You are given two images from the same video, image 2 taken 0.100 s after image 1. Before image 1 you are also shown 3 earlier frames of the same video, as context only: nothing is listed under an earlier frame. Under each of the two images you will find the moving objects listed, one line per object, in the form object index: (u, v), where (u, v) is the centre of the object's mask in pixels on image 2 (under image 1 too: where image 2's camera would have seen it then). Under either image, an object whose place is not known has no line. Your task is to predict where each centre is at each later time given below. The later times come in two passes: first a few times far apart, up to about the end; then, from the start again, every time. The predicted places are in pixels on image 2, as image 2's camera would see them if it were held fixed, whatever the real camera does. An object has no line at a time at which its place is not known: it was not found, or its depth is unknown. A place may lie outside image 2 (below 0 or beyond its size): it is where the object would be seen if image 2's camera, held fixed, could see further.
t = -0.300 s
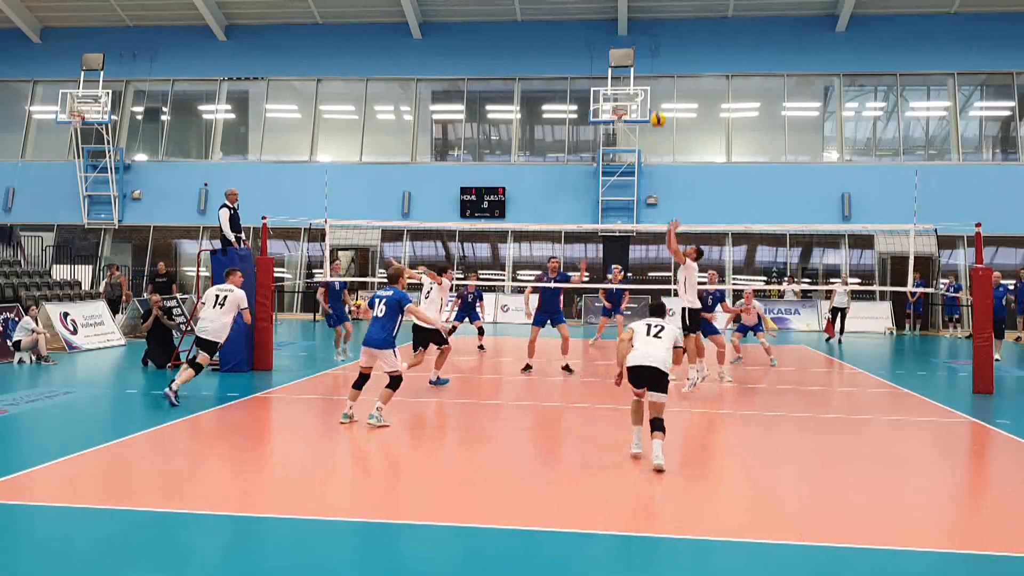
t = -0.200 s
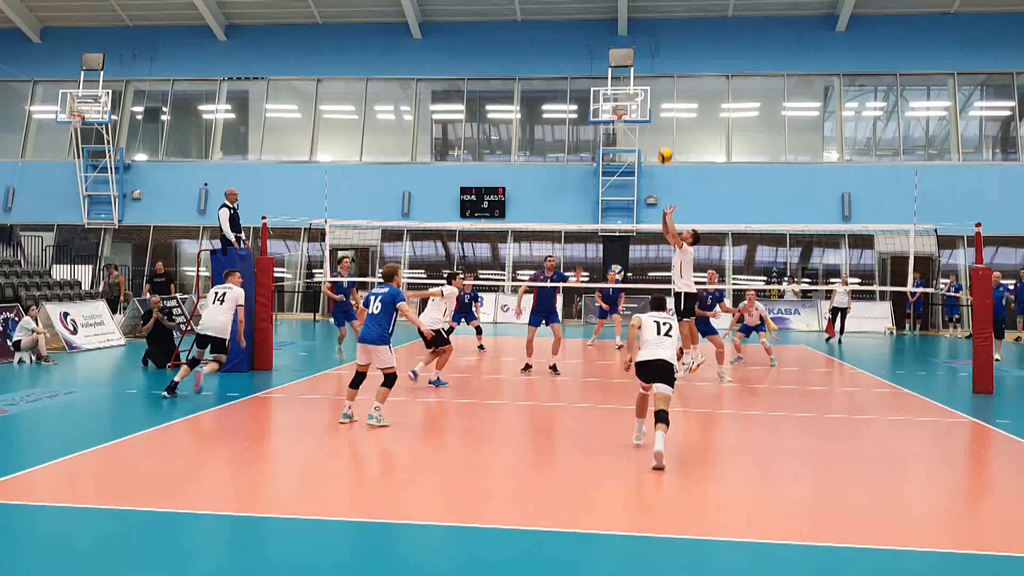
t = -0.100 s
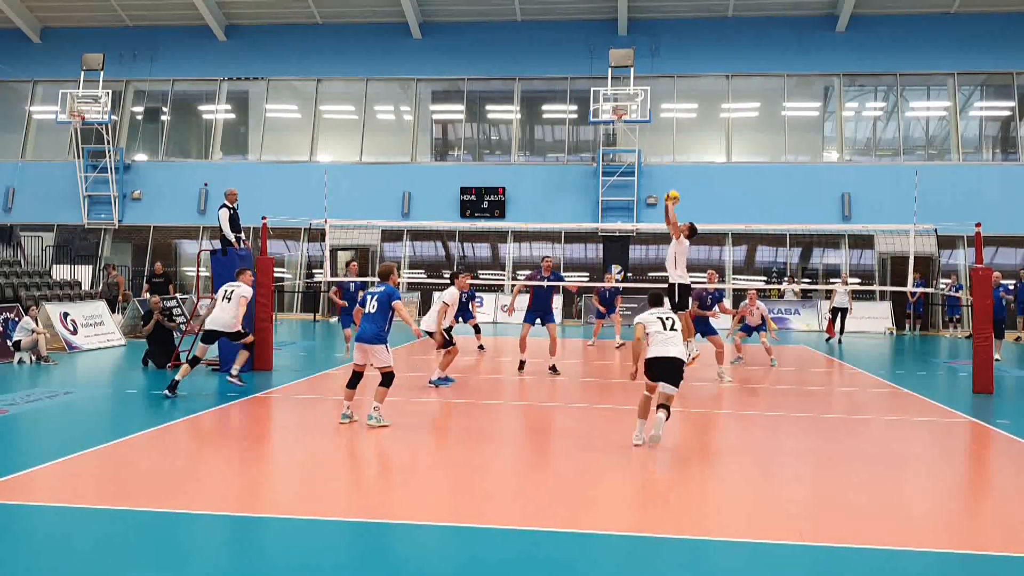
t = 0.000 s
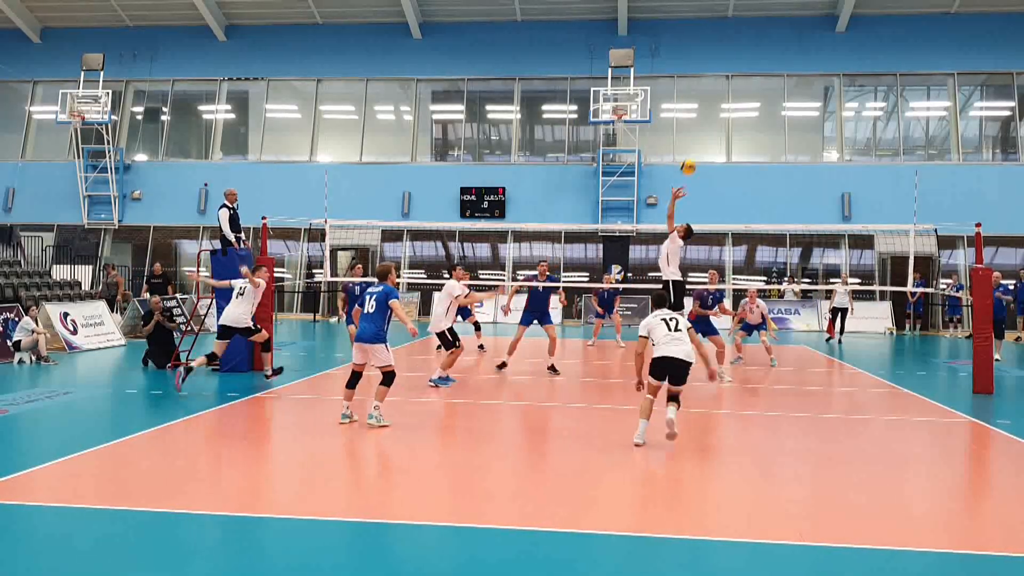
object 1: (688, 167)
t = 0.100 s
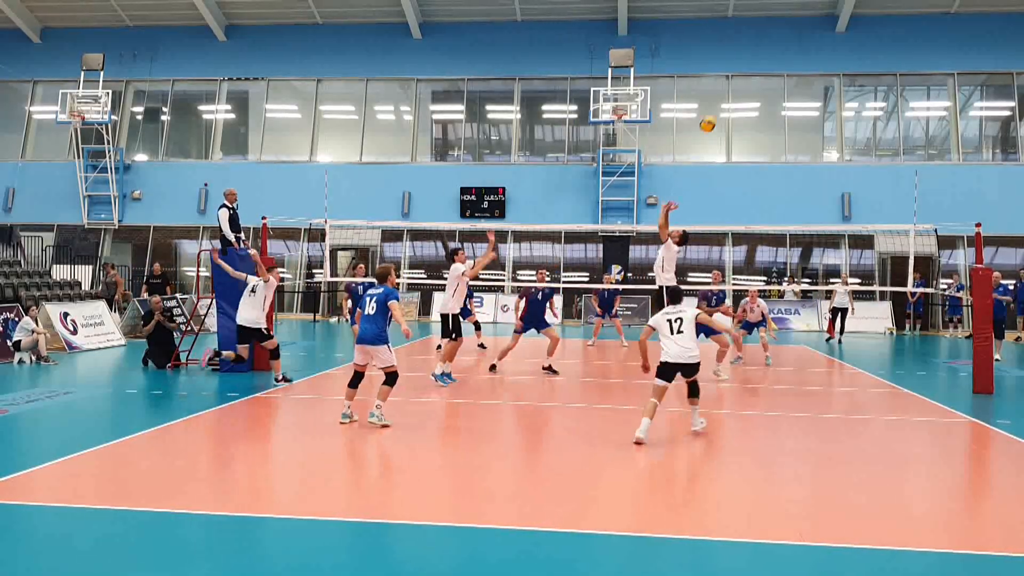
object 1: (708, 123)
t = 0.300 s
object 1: (745, 61)
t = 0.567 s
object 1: (794, 24)
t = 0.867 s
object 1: (848, 47)
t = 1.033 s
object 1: (885, 91)
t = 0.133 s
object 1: (714, 111)
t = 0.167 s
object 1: (720, 100)
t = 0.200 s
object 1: (727, 89)
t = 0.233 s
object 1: (733, 79)
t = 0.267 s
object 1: (739, 69)
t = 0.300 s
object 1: (745, 61)
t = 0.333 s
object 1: (751, 54)
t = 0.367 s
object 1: (758, 47)
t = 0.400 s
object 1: (764, 41)
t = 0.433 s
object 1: (770, 36)
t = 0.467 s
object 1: (776, 32)
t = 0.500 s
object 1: (782, 29)
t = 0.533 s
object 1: (788, 26)
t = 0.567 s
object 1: (794, 24)
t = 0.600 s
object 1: (800, 23)
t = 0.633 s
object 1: (806, 23)
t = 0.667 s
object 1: (812, 24)
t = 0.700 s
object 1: (818, 26)
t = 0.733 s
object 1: (824, 28)
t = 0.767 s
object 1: (830, 32)
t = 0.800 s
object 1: (837, 36)
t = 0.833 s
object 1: (842, 41)
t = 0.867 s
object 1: (848, 47)
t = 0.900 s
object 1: (856, 54)
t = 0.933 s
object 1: (863, 62)
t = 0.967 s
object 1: (874, 71)
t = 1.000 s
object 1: (879, 80)
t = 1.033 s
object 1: (885, 91)
